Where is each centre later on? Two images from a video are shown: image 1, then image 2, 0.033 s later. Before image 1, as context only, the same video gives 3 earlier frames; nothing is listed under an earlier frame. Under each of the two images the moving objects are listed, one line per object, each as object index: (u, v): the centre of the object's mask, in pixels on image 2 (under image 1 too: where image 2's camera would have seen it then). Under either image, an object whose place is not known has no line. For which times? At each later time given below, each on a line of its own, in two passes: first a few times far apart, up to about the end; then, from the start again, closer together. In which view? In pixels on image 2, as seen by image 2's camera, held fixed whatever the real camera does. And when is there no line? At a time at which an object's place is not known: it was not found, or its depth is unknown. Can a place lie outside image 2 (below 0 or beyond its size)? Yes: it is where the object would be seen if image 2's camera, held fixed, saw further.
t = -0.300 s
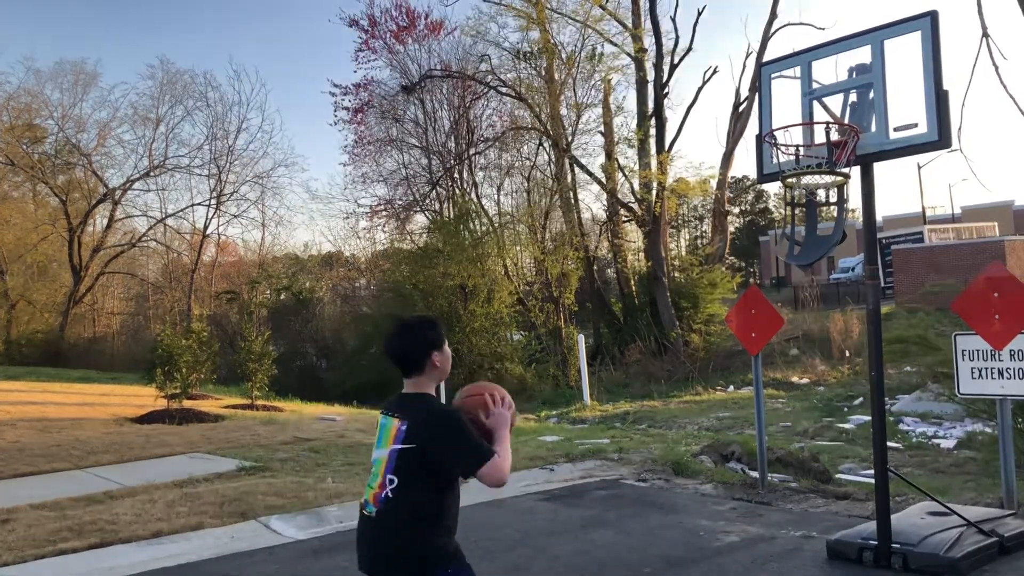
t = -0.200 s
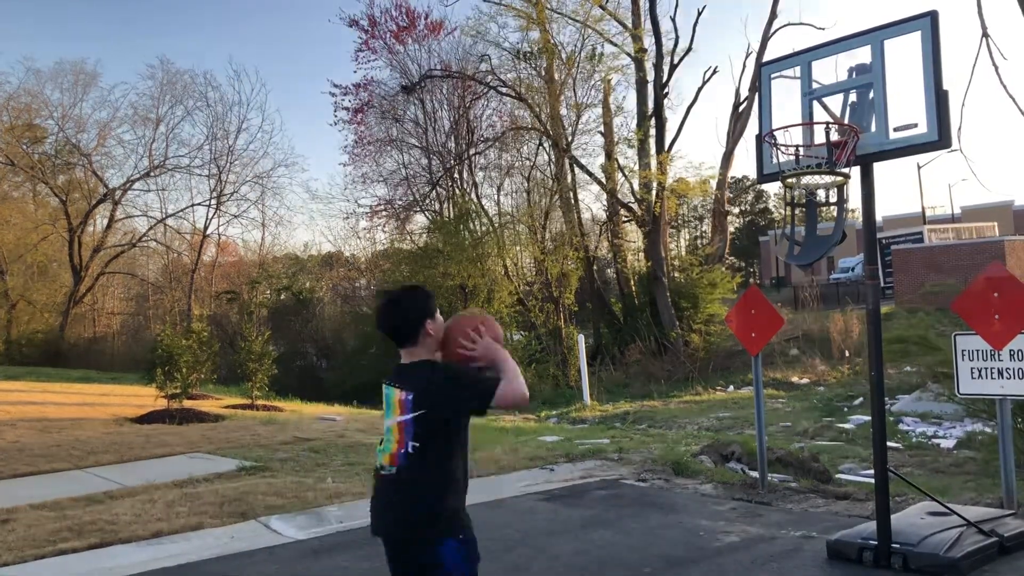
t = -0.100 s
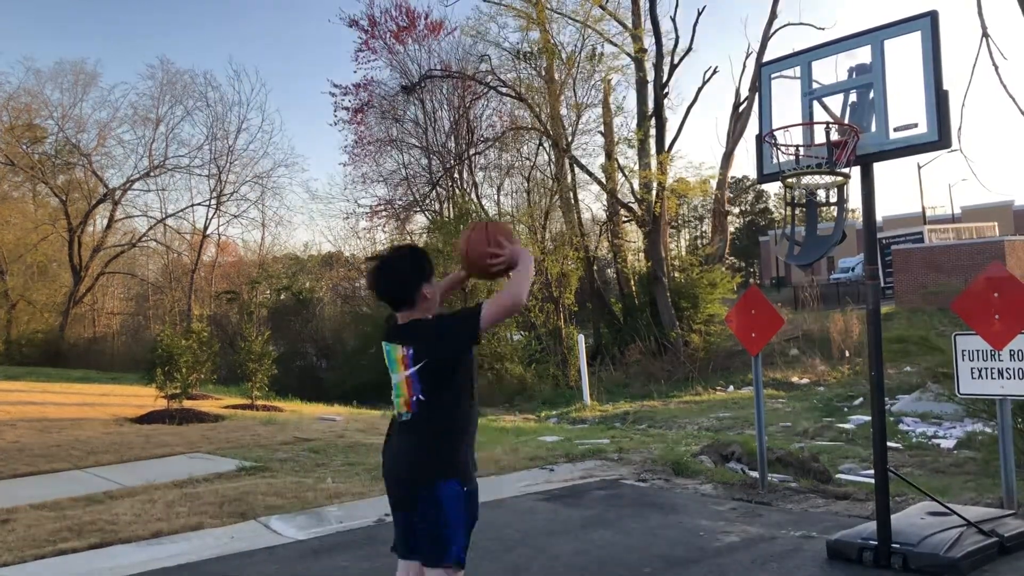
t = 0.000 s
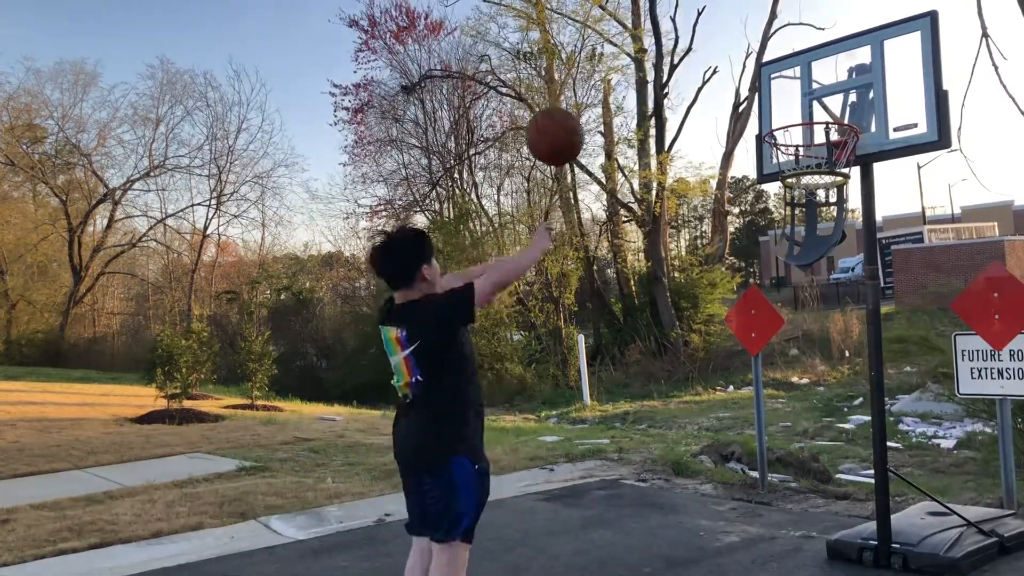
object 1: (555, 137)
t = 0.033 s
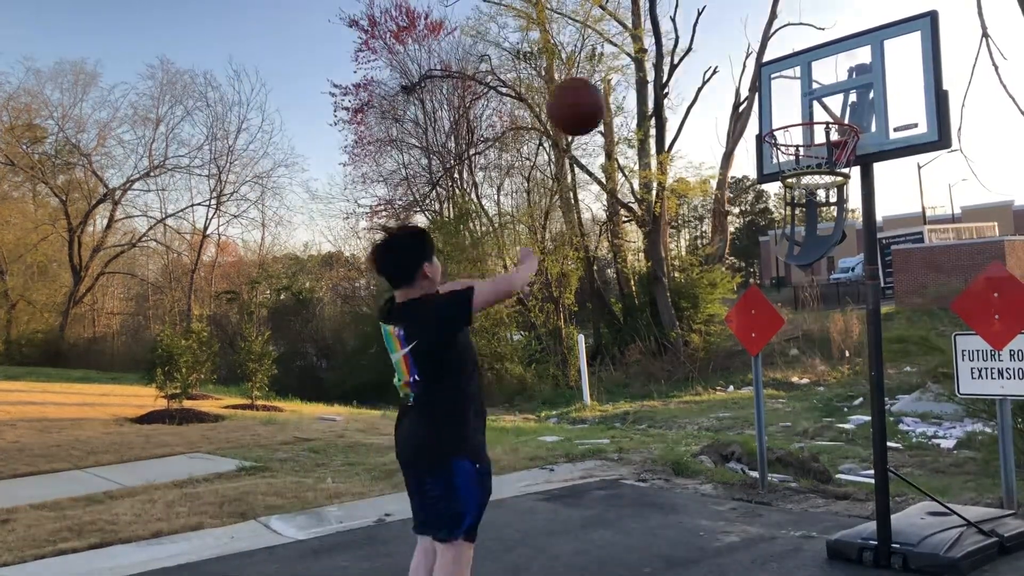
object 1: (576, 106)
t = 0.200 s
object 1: (669, 17)
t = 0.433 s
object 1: (773, 7)
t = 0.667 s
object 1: (814, 39)
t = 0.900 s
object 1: (779, 122)
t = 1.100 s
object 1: (833, 142)
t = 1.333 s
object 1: (808, 201)
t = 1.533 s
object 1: (808, 239)
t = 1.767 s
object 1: (782, 294)
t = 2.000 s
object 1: (759, 474)
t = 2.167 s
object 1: (739, 562)
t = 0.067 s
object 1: (596, 80)
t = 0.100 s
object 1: (615, 58)
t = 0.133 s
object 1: (634, 40)
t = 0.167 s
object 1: (652, 24)
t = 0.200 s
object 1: (669, 17)
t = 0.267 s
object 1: (701, 9)
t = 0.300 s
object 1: (716, 6)
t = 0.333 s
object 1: (731, 5)
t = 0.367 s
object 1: (745, 5)
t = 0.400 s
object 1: (760, 6)
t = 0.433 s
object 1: (773, 7)
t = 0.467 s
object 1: (787, 10)
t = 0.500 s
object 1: (799, 14)
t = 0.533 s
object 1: (812, 19)
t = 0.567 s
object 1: (825, 30)
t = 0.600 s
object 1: (825, 34)
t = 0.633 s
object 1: (819, 35)
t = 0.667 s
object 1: (814, 39)
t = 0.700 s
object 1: (809, 45)
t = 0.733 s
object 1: (804, 53)
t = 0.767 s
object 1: (798, 63)
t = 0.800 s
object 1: (794, 75)
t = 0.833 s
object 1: (789, 89)
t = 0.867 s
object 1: (784, 105)
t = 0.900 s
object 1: (779, 122)
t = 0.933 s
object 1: (789, 121)
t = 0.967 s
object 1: (799, 122)
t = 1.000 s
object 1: (810, 124)
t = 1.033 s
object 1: (820, 128)
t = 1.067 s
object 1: (831, 135)
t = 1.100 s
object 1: (833, 142)
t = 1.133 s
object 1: (831, 146)
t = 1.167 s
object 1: (829, 152)
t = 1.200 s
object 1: (829, 155)
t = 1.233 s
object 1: (814, 188)
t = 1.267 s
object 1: (811, 196)
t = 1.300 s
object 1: (810, 199)
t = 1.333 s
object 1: (808, 201)
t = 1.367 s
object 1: (809, 211)
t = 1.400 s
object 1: (811, 223)
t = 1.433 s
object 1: (813, 229)
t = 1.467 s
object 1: (813, 236)
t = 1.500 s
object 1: (811, 239)
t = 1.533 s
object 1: (808, 239)
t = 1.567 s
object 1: (805, 242)
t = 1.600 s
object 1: (801, 246)
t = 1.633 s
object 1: (798, 250)
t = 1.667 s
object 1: (794, 258)
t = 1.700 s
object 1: (789, 267)
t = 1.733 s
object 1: (785, 279)
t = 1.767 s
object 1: (782, 294)
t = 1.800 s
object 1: (778, 311)
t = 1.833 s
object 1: (774, 331)
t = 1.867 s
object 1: (771, 354)
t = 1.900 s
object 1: (767, 379)
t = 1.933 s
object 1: (765, 408)
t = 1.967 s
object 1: (761, 439)
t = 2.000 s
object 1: (759, 474)
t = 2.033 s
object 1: (755, 512)
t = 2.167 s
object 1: (739, 562)
